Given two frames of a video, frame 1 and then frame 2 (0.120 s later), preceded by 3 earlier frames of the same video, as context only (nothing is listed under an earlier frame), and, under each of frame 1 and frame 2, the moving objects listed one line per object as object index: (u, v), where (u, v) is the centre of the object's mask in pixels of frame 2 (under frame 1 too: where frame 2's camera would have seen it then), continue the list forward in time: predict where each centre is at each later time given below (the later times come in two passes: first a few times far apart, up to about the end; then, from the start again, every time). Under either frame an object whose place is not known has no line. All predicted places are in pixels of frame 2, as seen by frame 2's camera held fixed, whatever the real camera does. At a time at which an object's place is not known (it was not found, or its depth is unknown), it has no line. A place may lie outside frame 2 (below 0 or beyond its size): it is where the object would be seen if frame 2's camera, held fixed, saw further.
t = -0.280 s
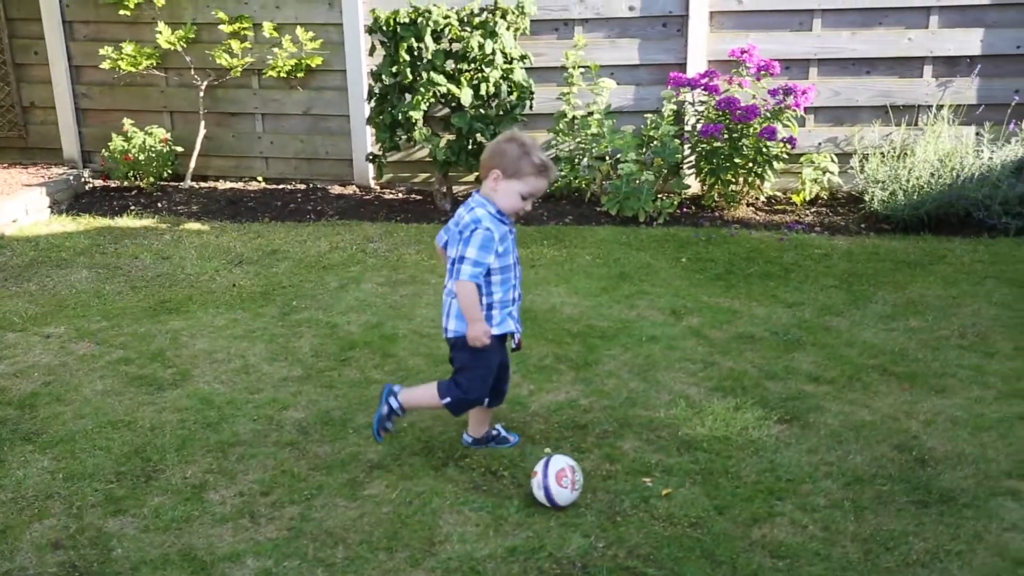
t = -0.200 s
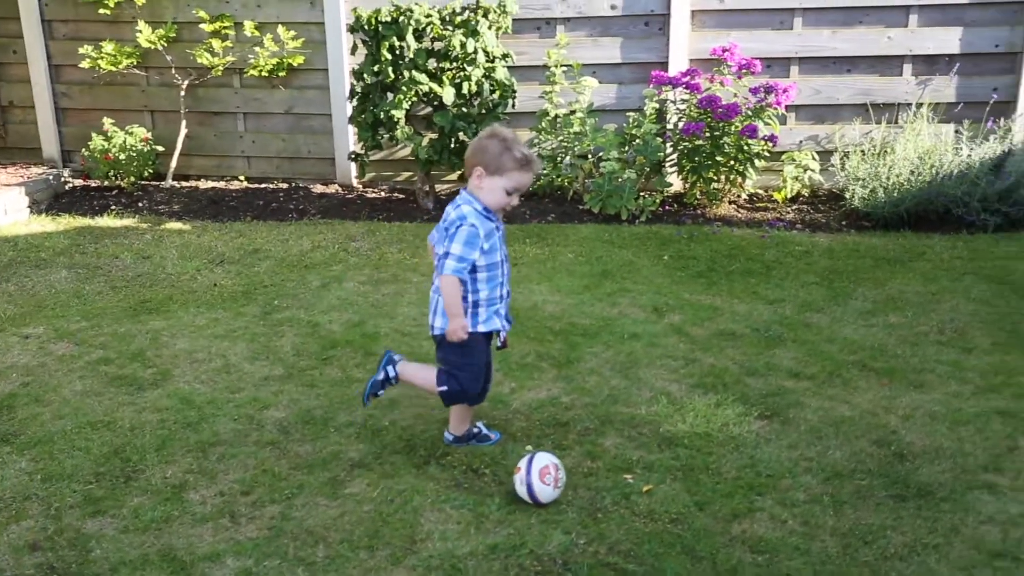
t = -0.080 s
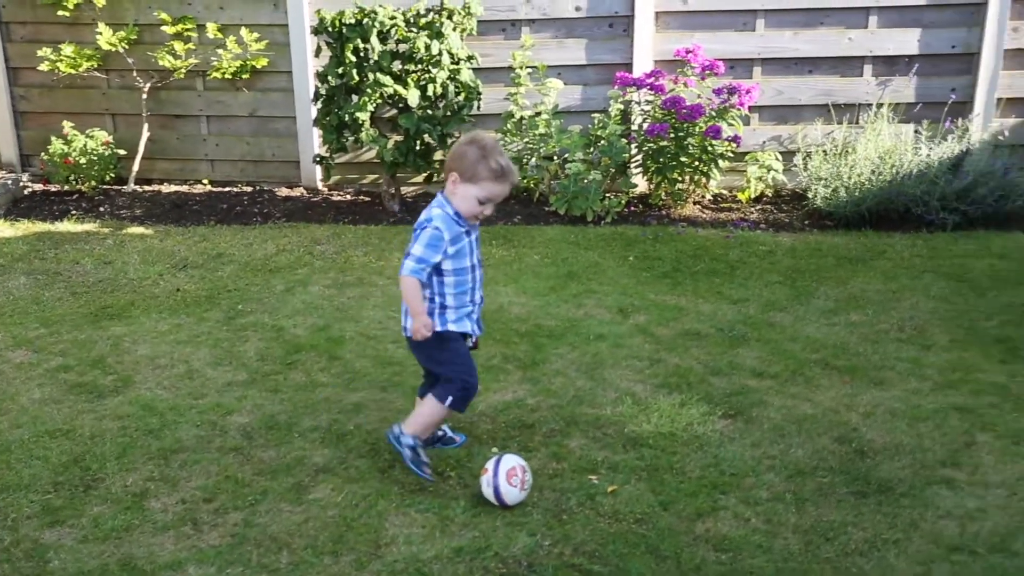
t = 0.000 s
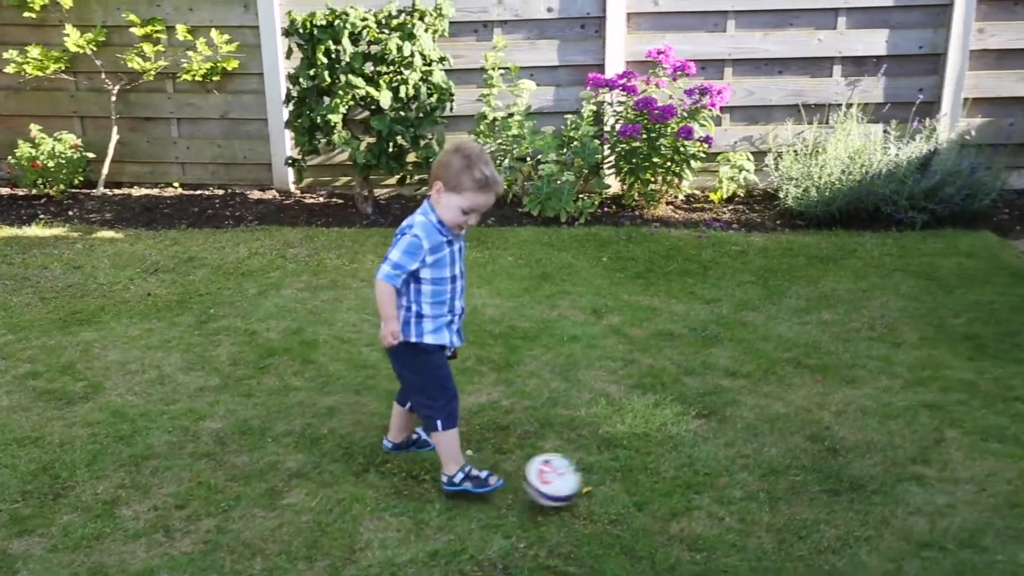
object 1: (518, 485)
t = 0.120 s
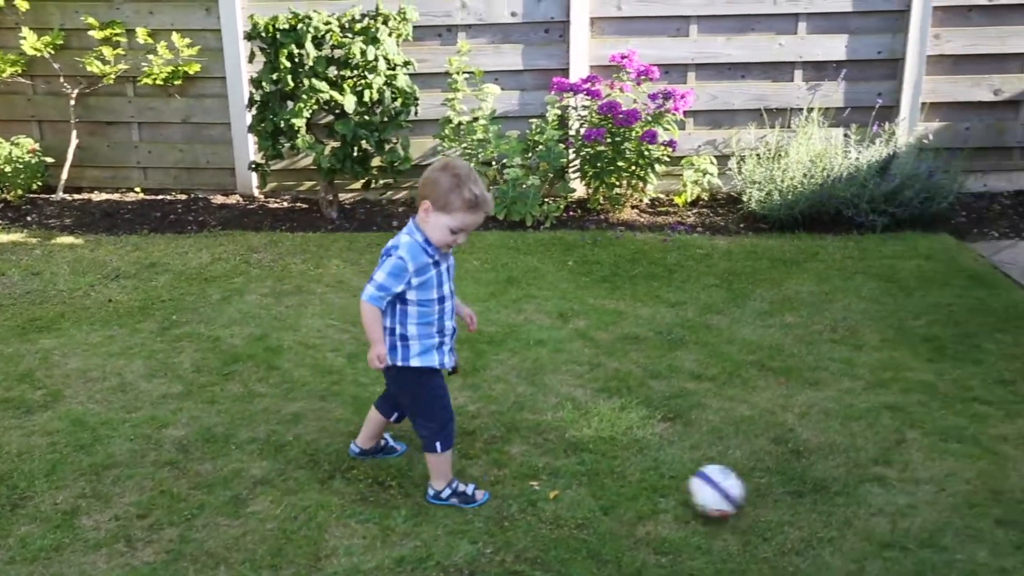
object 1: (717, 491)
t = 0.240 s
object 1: (875, 494)
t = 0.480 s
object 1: (1084, 493)
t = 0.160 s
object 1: (772, 489)
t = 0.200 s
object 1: (827, 492)
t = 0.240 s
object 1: (875, 494)
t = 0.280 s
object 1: (919, 492)
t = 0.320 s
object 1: (960, 494)
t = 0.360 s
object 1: (995, 491)
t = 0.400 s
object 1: (1026, 489)
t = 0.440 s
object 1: (1055, 489)
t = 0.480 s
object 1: (1084, 493)
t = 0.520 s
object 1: (1111, 492)
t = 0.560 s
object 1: (1136, 494)
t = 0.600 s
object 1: (1160, 499)
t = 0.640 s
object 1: (1185, 499)
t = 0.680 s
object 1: (1210, 501)
